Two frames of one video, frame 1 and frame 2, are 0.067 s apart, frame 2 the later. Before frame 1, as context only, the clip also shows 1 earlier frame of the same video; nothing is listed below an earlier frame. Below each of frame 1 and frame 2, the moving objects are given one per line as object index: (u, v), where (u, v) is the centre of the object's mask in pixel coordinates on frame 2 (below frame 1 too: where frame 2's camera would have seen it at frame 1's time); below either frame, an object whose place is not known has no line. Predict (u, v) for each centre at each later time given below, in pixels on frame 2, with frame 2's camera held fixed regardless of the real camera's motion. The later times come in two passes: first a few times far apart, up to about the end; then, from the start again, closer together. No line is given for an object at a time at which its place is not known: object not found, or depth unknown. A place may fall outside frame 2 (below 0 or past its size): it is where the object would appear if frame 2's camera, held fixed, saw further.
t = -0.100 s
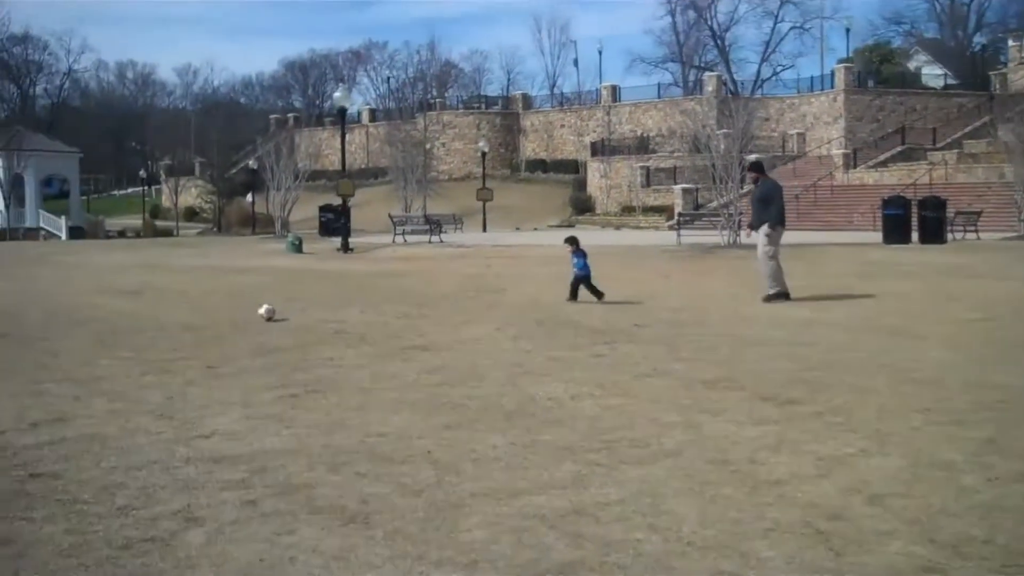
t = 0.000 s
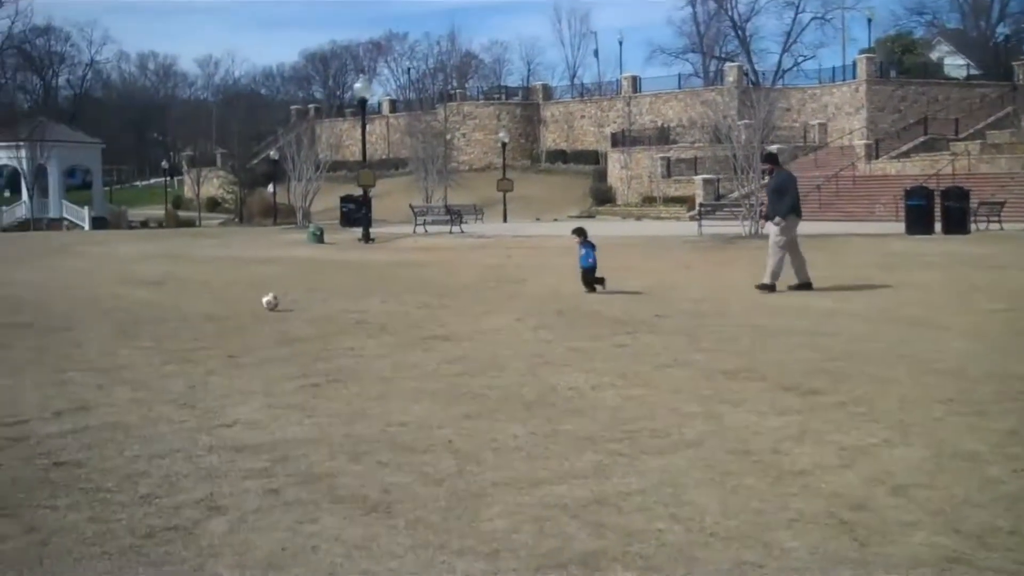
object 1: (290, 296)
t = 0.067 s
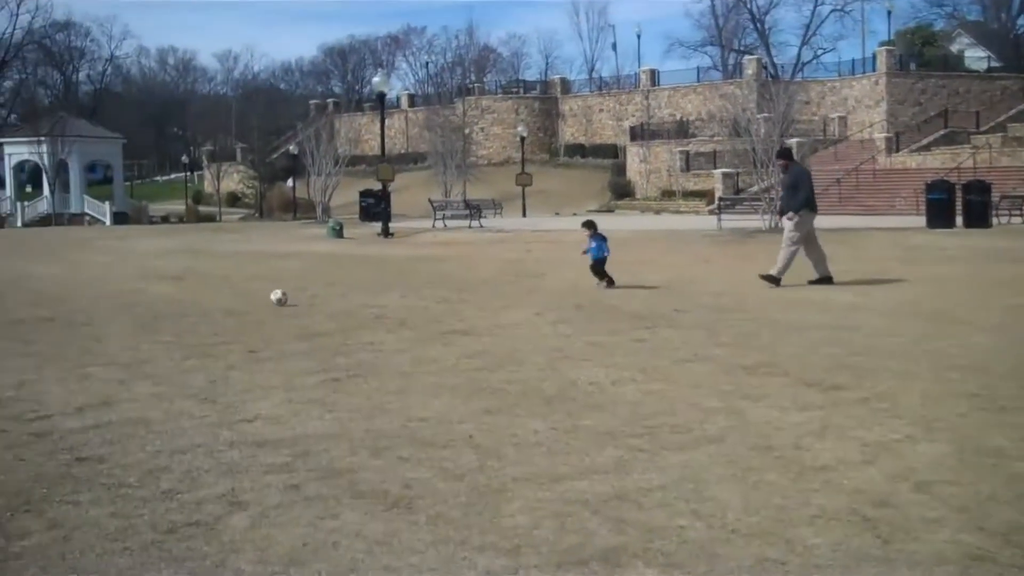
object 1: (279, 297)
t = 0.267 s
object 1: (244, 297)
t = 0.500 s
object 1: (204, 298)
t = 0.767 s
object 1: (159, 300)
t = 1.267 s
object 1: (80, 301)
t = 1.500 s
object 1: (45, 303)
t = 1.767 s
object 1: (5, 307)
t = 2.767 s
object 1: (-135, 310)
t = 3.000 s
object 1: (-162, 310)
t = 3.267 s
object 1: (-190, 311)
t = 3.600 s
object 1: (-223, 313)
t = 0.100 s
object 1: (273, 297)
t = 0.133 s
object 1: (267, 297)
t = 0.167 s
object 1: (261, 297)
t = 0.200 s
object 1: (256, 297)
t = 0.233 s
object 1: (249, 298)
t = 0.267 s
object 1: (244, 297)
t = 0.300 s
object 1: (238, 297)
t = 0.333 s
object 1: (232, 298)
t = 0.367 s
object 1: (227, 297)
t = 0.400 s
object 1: (220, 298)
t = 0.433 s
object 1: (216, 298)
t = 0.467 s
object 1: (209, 299)
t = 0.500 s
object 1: (204, 298)
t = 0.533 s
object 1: (198, 299)
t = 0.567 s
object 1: (193, 299)
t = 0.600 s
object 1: (187, 300)
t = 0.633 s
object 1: (181, 300)
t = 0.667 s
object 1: (176, 300)
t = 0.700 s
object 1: (170, 300)
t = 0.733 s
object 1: (164, 300)
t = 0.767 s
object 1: (159, 300)
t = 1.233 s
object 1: (84, 302)
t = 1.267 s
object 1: (80, 301)
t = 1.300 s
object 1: (74, 301)
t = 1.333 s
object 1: (70, 301)
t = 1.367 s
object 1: (65, 302)
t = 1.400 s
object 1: (60, 302)
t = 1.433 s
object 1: (54, 302)
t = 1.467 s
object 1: (50, 303)
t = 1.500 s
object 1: (45, 303)
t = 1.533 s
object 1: (39, 304)
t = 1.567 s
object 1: (35, 303)
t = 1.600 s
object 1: (30, 304)
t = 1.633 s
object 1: (25, 304)
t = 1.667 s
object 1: (20, 305)
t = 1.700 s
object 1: (15, 306)
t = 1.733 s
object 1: (10, 306)
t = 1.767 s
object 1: (5, 307)
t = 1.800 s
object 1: (0, 307)
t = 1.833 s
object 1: (-5, 307)
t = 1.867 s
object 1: (-10, 308)
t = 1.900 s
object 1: (-15, 307)
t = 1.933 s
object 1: (-21, 308)
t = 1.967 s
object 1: (-25, 308)
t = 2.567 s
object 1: (-109, 308)
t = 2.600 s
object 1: (-114, 309)
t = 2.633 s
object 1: (-118, 309)
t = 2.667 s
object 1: (-123, 309)
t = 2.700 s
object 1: (-126, 309)
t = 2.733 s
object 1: (-130, 309)
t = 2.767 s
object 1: (-135, 310)
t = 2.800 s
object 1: (-139, 310)
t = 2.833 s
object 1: (-142, 310)
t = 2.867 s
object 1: (-147, 310)
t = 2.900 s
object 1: (-150, 310)
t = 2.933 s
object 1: (-154, 310)
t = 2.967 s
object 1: (-158, 310)
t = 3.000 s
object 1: (-162, 310)
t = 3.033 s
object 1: (-166, 311)
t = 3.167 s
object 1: (-181, 311)
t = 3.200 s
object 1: (-183, 311)
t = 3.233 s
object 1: (-187, 311)
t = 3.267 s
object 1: (-190, 311)
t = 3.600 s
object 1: (-223, 313)
